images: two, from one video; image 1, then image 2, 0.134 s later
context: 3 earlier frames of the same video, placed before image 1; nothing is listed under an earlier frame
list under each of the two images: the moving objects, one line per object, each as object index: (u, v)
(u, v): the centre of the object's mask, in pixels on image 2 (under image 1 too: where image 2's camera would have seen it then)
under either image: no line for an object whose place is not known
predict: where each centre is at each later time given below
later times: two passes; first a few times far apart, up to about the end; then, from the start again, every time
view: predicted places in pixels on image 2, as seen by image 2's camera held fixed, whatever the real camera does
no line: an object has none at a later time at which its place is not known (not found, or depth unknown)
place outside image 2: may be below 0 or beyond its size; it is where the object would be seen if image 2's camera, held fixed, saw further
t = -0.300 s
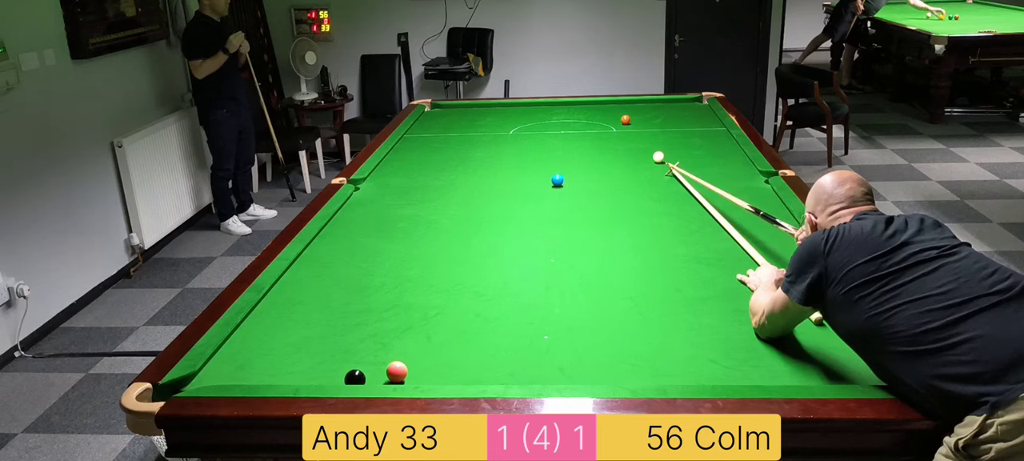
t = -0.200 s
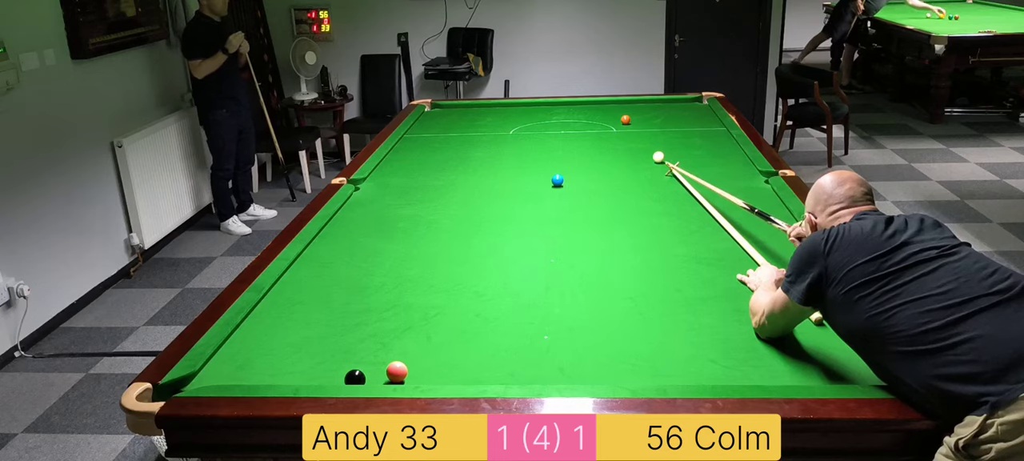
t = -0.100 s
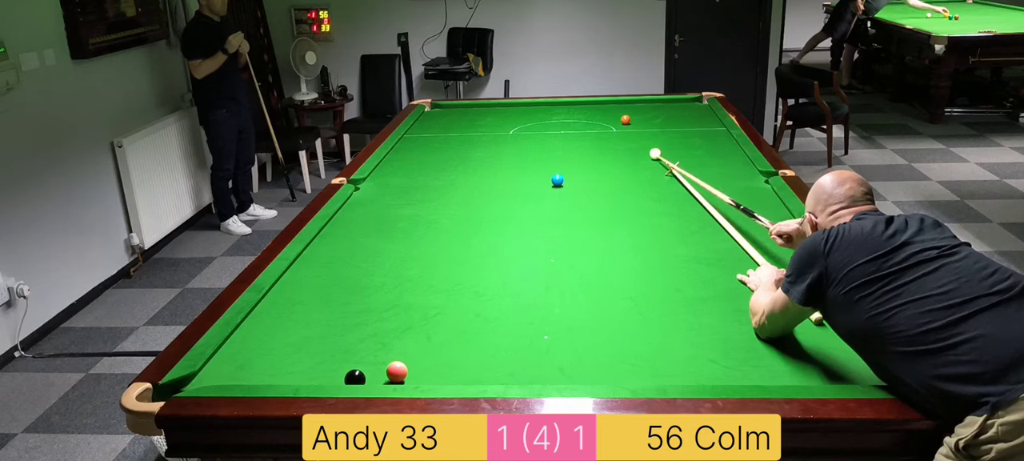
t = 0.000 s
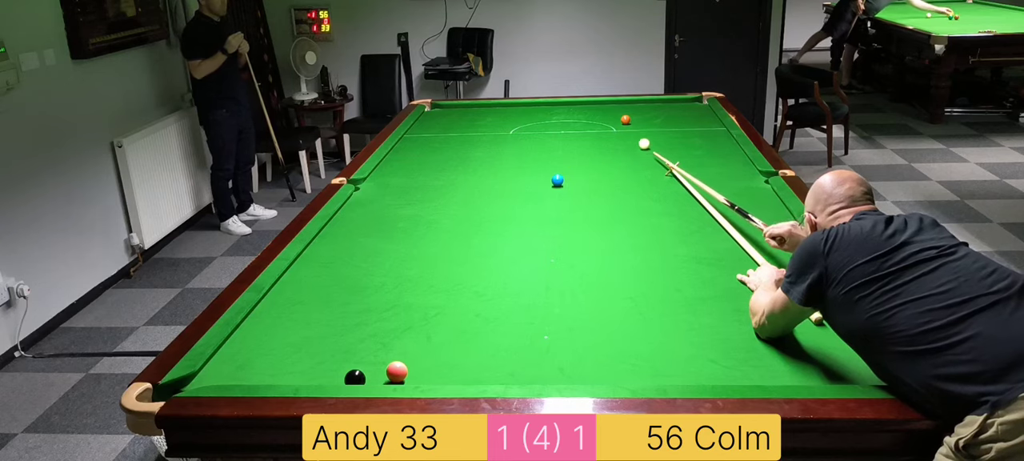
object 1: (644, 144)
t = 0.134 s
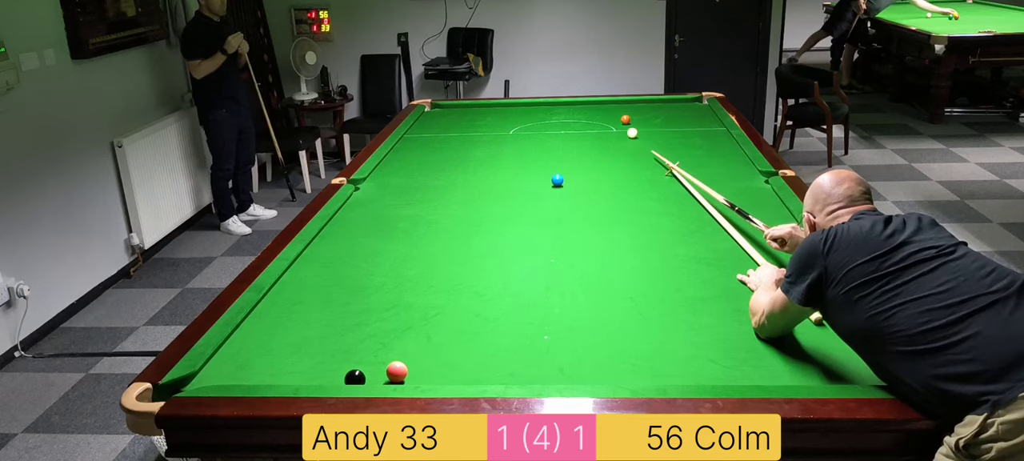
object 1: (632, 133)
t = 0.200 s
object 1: (627, 128)
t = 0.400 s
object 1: (607, 118)
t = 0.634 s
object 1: (577, 111)
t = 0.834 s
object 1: (555, 105)
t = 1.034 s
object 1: (535, 106)
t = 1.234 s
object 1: (517, 110)
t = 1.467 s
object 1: (495, 115)
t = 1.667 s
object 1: (476, 120)
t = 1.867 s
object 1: (456, 124)
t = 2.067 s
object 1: (437, 128)
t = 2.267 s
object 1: (417, 133)
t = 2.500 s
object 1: (411, 137)
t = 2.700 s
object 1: (418, 141)
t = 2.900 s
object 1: (425, 144)
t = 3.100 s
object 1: (432, 148)
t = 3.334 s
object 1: (440, 152)
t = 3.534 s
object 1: (447, 155)
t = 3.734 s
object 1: (454, 159)
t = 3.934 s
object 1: (461, 162)
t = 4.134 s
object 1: (468, 166)
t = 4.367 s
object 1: (476, 170)
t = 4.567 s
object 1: (483, 173)
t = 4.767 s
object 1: (489, 176)
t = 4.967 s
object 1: (495, 179)
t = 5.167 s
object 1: (502, 182)
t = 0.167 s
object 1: (629, 131)
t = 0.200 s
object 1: (627, 128)
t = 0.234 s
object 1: (625, 126)
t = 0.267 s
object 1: (622, 124)
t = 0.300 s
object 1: (620, 122)
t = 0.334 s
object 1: (617, 121)
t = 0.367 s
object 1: (612, 120)
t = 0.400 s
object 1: (607, 118)
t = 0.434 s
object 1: (602, 117)
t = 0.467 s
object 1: (598, 116)
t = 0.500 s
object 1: (593, 115)
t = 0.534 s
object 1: (589, 114)
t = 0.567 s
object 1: (585, 113)
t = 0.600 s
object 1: (581, 112)
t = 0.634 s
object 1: (577, 111)
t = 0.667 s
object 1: (573, 110)
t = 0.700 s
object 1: (569, 109)
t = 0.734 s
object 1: (566, 107)
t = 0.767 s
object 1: (562, 106)
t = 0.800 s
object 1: (558, 106)
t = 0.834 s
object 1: (555, 105)
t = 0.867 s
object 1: (551, 104)
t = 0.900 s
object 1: (548, 103)
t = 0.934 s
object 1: (544, 103)
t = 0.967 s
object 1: (542, 104)
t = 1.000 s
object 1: (538, 105)
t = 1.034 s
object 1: (535, 106)
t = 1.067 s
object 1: (532, 107)
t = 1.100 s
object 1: (529, 108)
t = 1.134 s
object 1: (526, 108)
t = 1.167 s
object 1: (523, 109)
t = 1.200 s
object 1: (520, 110)
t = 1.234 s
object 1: (517, 110)
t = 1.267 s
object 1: (514, 111)
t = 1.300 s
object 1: (511, 112)
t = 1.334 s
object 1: (507, 112)
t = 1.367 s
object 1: (504, 113)
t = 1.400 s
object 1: (501, 114)
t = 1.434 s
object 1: (498, 114)
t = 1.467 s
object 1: (495, 115)
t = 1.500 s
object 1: (492, 116)
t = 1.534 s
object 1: (488, 117)
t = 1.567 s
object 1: (485, 118)
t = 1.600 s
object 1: (482, 118)
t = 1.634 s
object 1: (479, 119)
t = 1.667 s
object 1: (476, 120)
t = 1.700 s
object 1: (473, 120)
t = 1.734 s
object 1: (470, 121)
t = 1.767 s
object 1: (466, 122)
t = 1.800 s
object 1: (463, 122)
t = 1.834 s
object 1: (460, 123)
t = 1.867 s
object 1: (456, 124)
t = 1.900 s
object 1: (453, 125)
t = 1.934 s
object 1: (450, 125)
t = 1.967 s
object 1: (447, 126)
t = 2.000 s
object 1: (444, 127)
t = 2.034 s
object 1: (440, 128)
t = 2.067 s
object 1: (437, 128)
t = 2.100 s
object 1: (434, 129)
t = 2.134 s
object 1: (431, 130)
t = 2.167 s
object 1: (427, 131)
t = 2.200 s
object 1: (424, 131)
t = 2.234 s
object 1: (420, 132)
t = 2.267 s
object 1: (417, 133)
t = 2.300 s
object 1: (414, 134)
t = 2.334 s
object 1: (411, 134)
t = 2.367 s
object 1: (407, 135)
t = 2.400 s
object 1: (407, 136)
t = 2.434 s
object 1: (409, 136)
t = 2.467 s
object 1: (410, 137)
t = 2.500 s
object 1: (411, 137)
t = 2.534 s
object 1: (412, 138)
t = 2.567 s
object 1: (413, 139)
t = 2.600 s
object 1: (415, 139)
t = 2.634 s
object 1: (416, 140)
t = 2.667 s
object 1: (417, 140)
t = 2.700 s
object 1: (418, 141)
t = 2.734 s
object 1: (419, 142)
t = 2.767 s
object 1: (420, 142)
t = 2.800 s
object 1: (422, 143)
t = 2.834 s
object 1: (423, 143)
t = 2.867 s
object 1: (424, 144)
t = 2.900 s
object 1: (425, 144)
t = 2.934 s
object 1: (426, 145)
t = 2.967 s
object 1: (427, 146)
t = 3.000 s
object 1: (429, 146)
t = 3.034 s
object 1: (430, 147)
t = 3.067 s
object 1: (431, 147)
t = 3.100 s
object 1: (432, 148)
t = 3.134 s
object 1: (433, 148)
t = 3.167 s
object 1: (434, 149)
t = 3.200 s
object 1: (435, 150)
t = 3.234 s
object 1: (437, 150)
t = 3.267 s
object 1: (438, 151)
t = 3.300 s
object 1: (439, 151)
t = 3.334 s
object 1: (440, 152)
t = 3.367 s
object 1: (441, 152)
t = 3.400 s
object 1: (442, 153)
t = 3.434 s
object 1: (444, 153)
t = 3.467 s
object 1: (445, 154)
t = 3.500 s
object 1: (446, 155)
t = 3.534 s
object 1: (447, 155)
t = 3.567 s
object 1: (448, 156)
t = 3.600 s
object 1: (450, 156)
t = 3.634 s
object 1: (451, 157)
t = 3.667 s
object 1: (452, 158)
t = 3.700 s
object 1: (453, 158)
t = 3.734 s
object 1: (454, 159)
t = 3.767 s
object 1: (455, 159)
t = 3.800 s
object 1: (456, 160)
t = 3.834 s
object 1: (458, 161)
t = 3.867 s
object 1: (459, 161)
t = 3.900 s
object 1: (460, 162)
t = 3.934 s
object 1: (461, 162)
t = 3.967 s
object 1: (462, 163)
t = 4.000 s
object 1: (463, 163)
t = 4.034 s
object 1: (465, 164)
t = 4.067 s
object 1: (466, 165)
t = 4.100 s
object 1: (467, 165)
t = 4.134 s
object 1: (468, 166)
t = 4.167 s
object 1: (469, 166)
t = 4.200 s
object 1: (470, 167)
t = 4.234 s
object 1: (471, 167)
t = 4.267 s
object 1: (473, 168)
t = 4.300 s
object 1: (474, 169)
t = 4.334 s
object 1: (475, 169)
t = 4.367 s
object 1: (476, 170)
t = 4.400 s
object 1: (477, 170)
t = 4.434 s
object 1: (478, 171)
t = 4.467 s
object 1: (479, 171)
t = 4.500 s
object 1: (480, 172)
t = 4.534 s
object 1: (481, 172)
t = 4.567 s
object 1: (483, 173)
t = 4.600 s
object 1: (484, 174)
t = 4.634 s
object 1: (485, 174)
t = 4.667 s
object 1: (486, 175)
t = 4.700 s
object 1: (487, 175)
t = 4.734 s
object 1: (488, 175)
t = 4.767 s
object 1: (489, 176)
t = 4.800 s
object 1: (490, 177)
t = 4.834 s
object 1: (491, 177)
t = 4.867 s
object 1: (492, 178)
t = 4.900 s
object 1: (493, 178)
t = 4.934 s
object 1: (494, 179)
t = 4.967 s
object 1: (495, 179)
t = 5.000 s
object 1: (497, 180)
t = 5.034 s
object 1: (498, 180)
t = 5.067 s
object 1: (499, 181)
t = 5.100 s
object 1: (500, 181)
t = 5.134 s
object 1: (501, 182)
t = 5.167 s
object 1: (502, 182)
